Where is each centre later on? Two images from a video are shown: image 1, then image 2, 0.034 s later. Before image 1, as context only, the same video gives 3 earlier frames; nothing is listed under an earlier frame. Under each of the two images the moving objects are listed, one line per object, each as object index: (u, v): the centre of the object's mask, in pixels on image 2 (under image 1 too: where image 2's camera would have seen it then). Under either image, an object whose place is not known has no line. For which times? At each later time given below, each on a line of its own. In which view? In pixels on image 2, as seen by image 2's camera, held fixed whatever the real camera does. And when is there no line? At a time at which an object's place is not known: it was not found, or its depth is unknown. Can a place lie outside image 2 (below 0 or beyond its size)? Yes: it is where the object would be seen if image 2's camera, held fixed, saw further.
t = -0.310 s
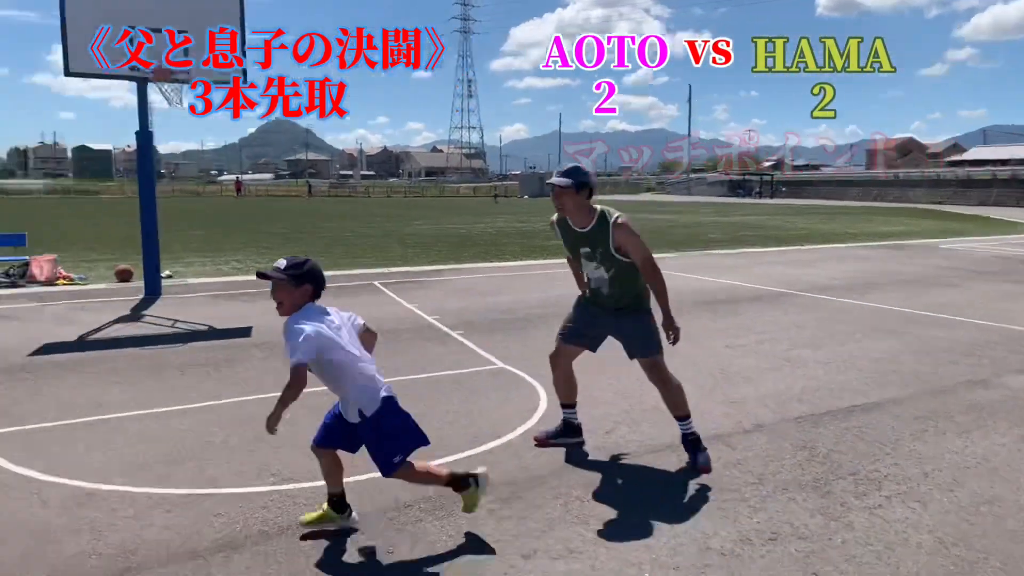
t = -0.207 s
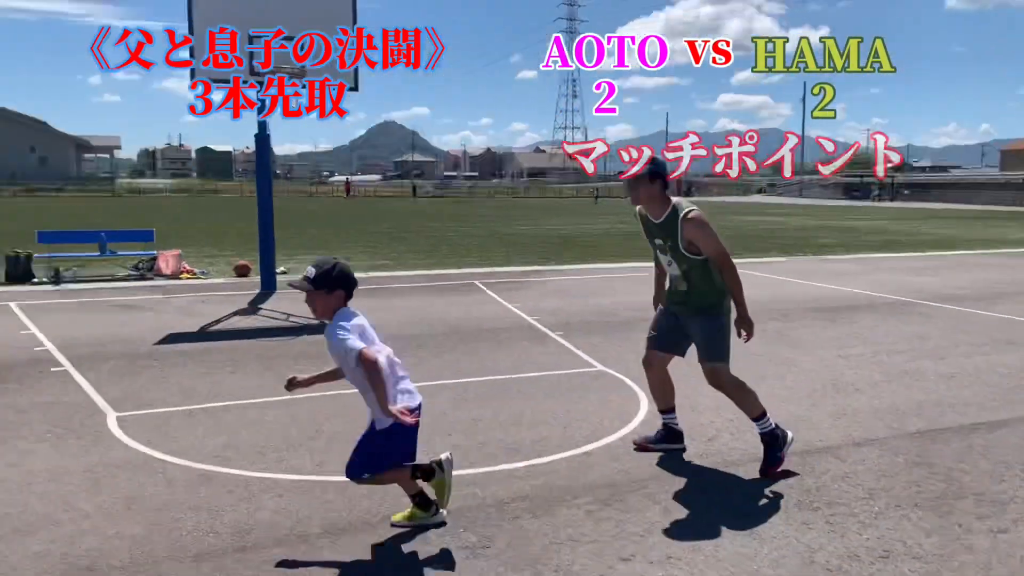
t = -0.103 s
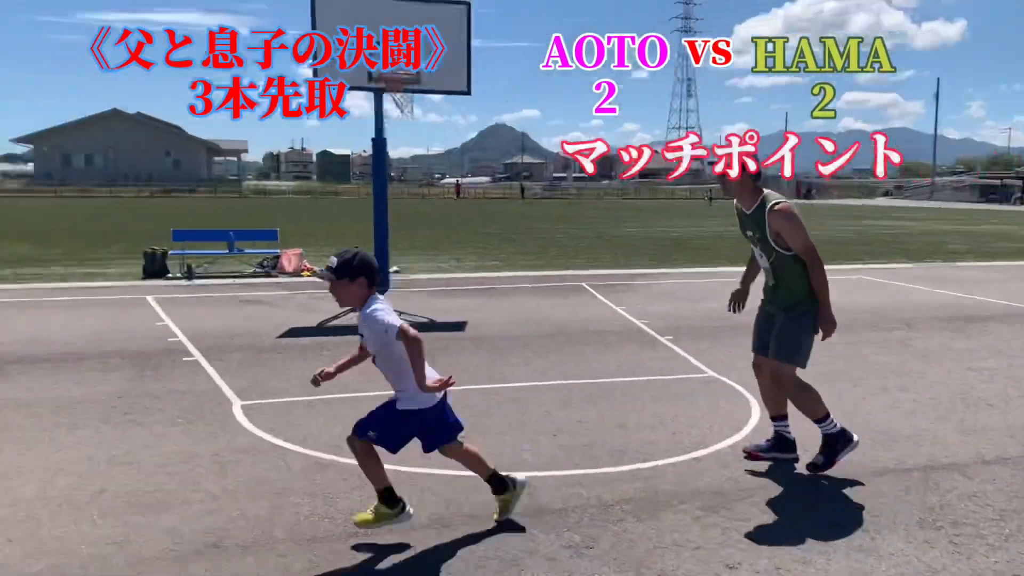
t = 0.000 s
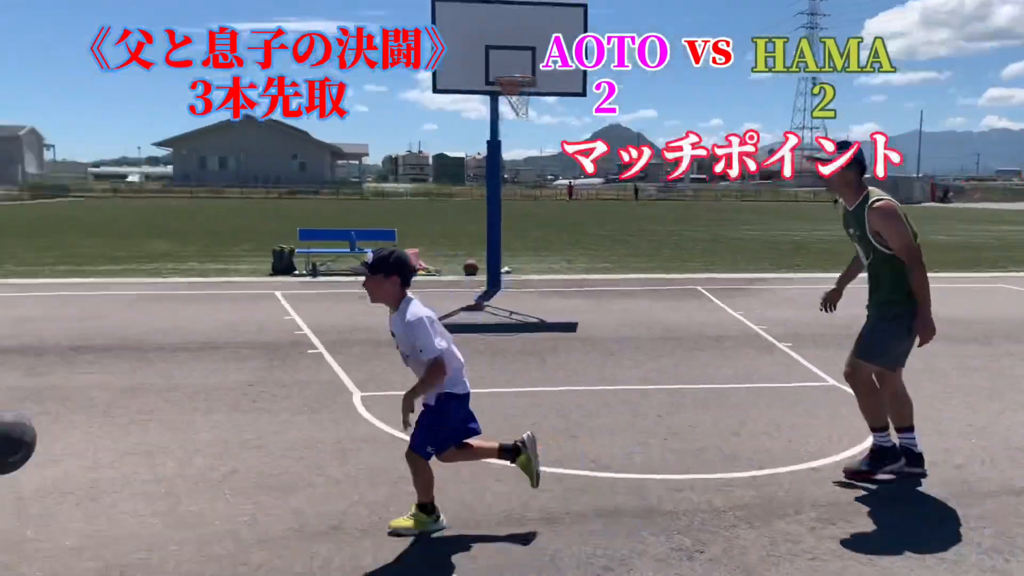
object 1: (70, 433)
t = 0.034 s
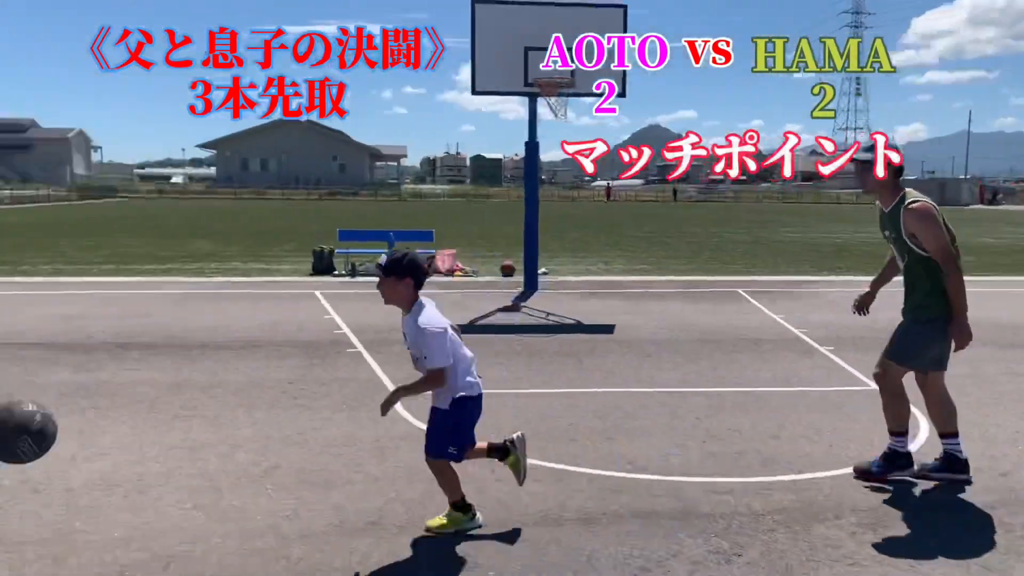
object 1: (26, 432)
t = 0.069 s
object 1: (-11, 432)
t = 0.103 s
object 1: (-40, 435)
